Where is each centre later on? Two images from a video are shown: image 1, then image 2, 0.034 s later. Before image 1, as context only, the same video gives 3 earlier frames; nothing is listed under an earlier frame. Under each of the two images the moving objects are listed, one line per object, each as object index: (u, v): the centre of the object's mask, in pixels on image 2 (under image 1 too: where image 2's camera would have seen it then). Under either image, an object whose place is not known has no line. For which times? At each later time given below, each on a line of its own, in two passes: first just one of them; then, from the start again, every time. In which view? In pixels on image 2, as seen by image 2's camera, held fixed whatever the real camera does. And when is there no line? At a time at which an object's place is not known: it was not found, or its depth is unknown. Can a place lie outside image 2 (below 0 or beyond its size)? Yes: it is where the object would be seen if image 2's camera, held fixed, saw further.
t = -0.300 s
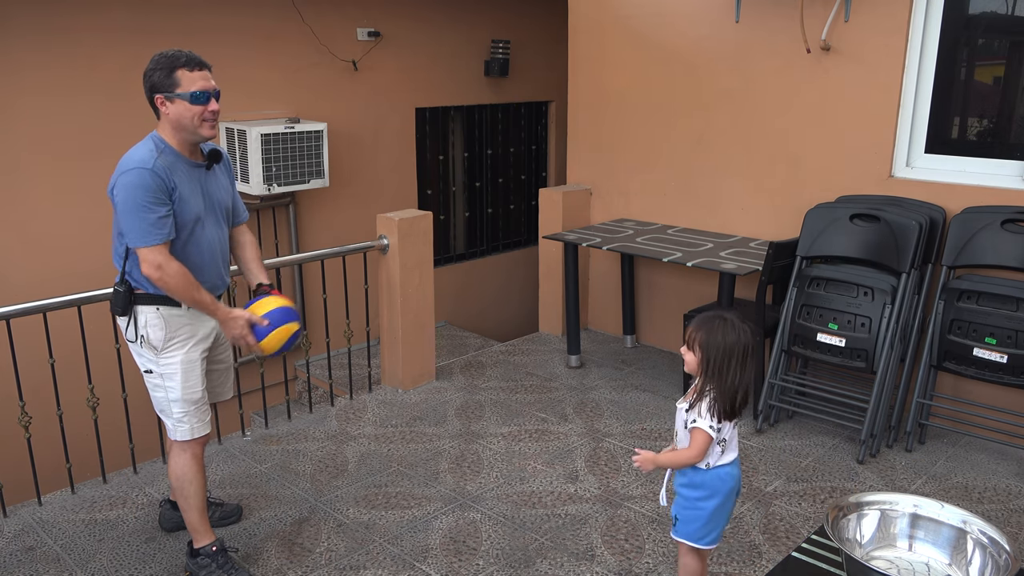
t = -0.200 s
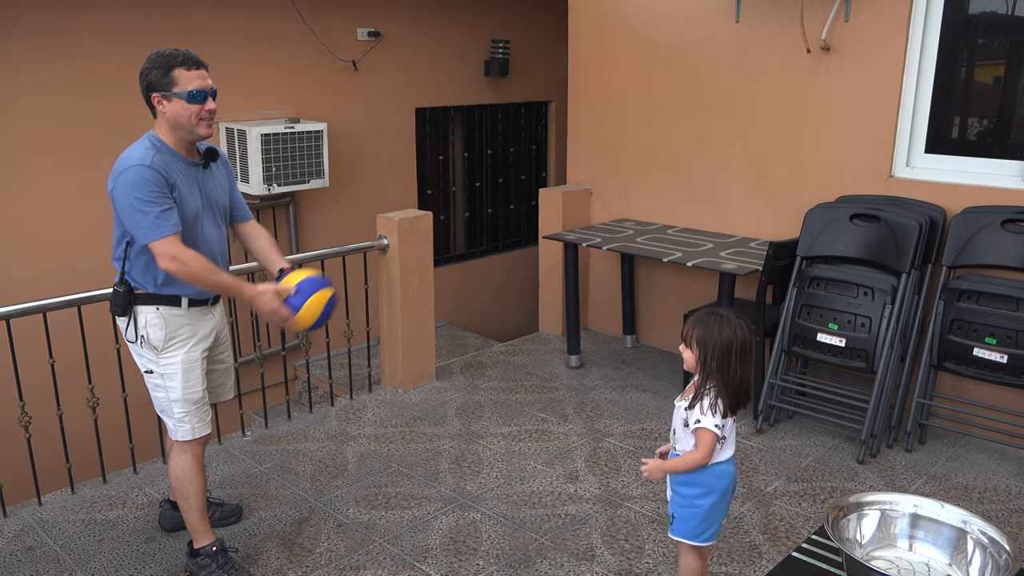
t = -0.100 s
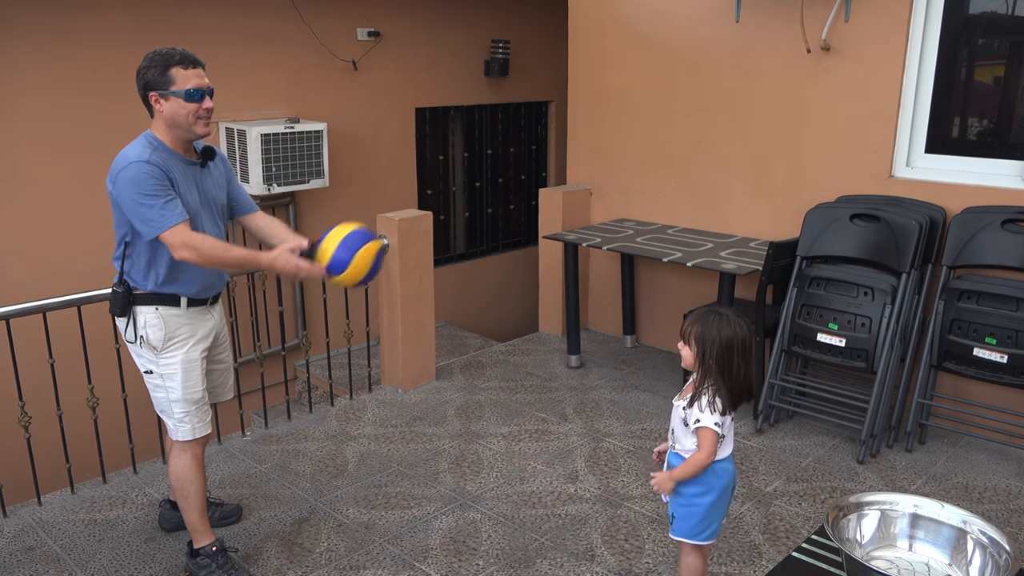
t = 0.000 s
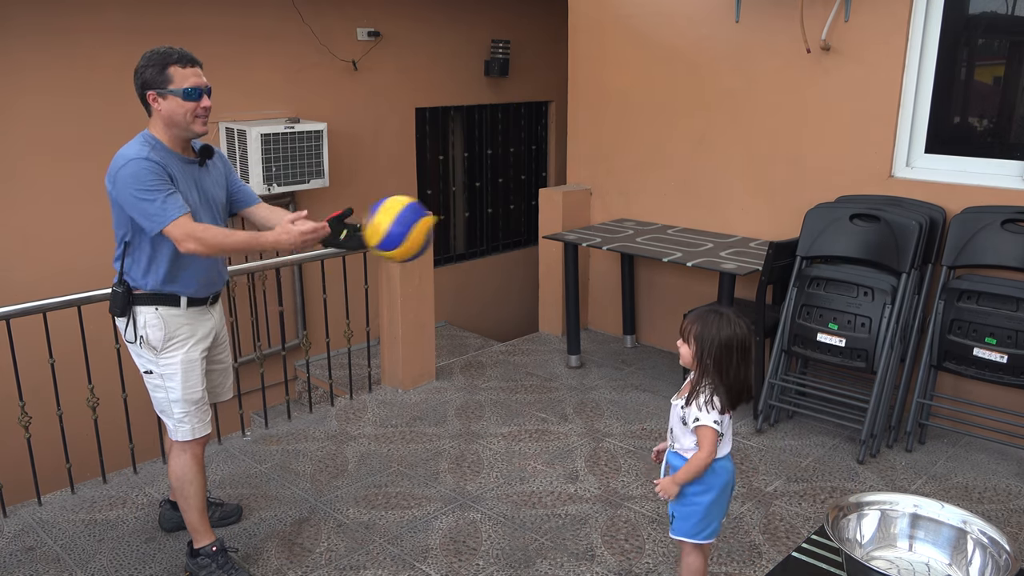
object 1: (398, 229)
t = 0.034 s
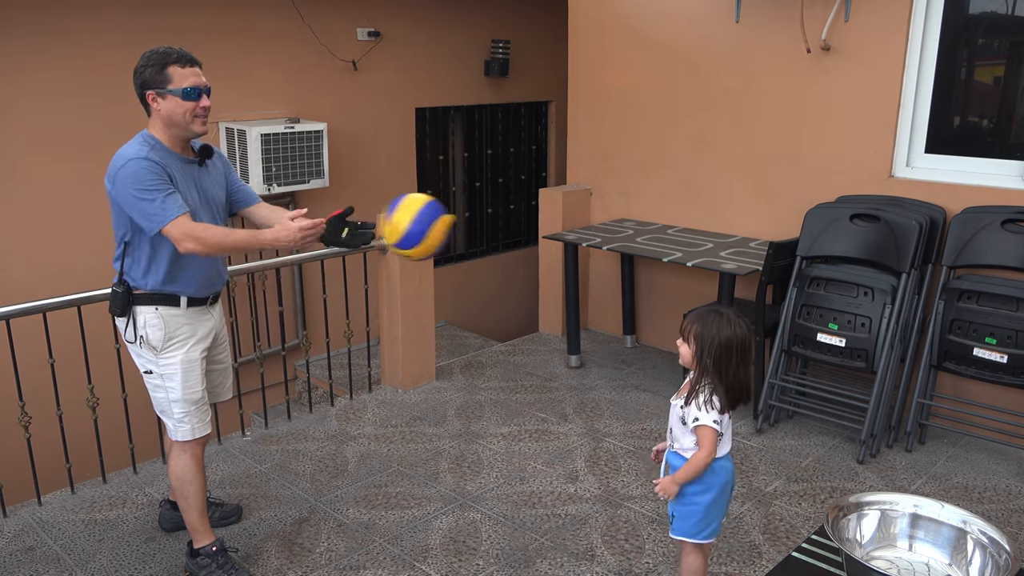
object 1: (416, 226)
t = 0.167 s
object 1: (487, 253)
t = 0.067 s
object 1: (433, 227)
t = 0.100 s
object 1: (451, 232)
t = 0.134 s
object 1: (469, 240)
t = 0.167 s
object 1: (487, 253)
